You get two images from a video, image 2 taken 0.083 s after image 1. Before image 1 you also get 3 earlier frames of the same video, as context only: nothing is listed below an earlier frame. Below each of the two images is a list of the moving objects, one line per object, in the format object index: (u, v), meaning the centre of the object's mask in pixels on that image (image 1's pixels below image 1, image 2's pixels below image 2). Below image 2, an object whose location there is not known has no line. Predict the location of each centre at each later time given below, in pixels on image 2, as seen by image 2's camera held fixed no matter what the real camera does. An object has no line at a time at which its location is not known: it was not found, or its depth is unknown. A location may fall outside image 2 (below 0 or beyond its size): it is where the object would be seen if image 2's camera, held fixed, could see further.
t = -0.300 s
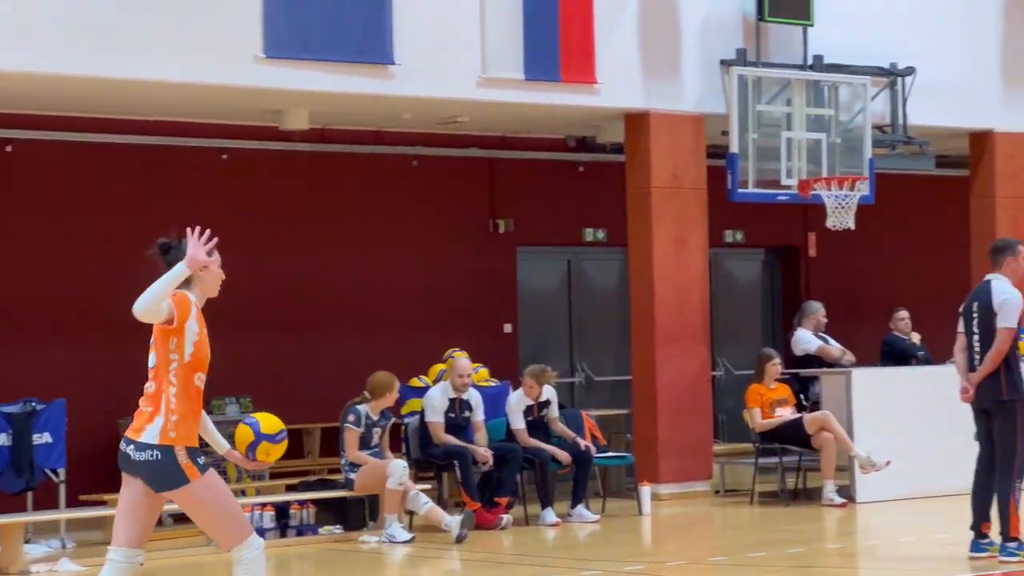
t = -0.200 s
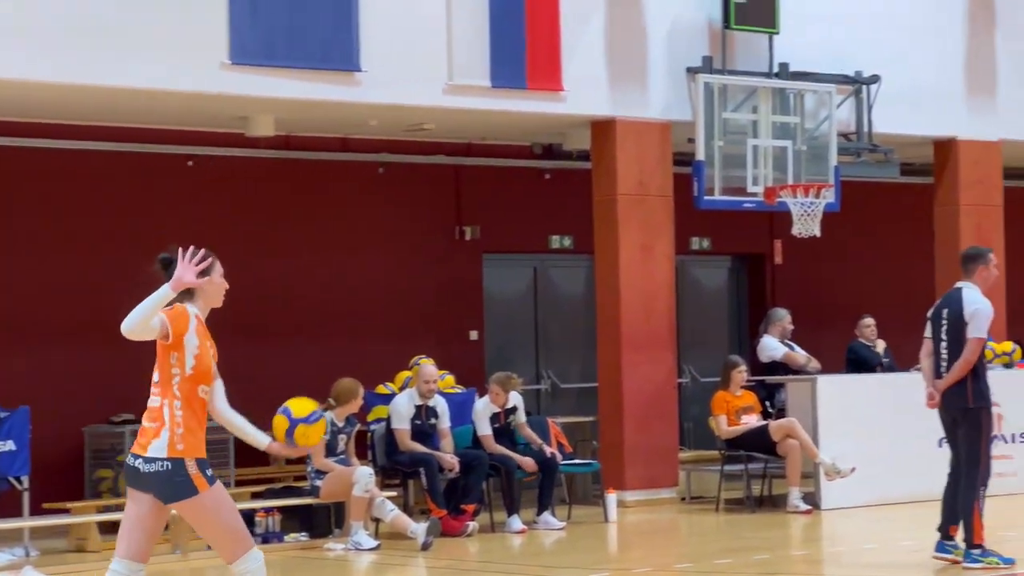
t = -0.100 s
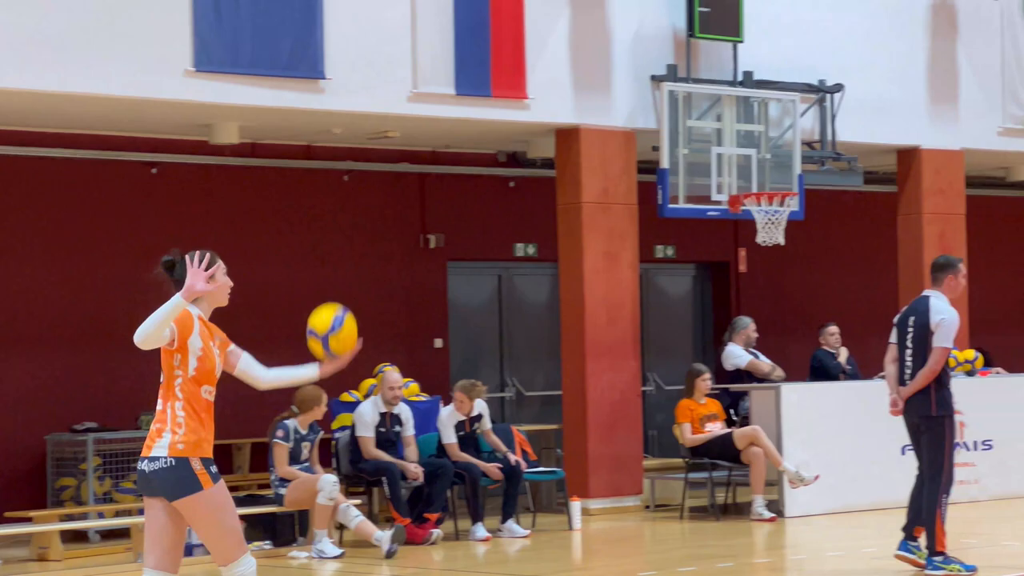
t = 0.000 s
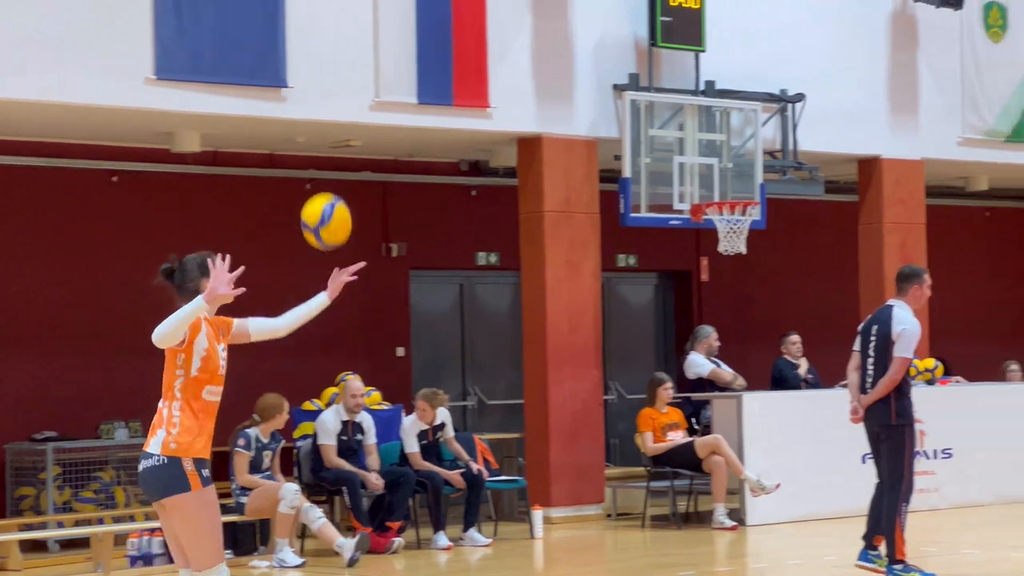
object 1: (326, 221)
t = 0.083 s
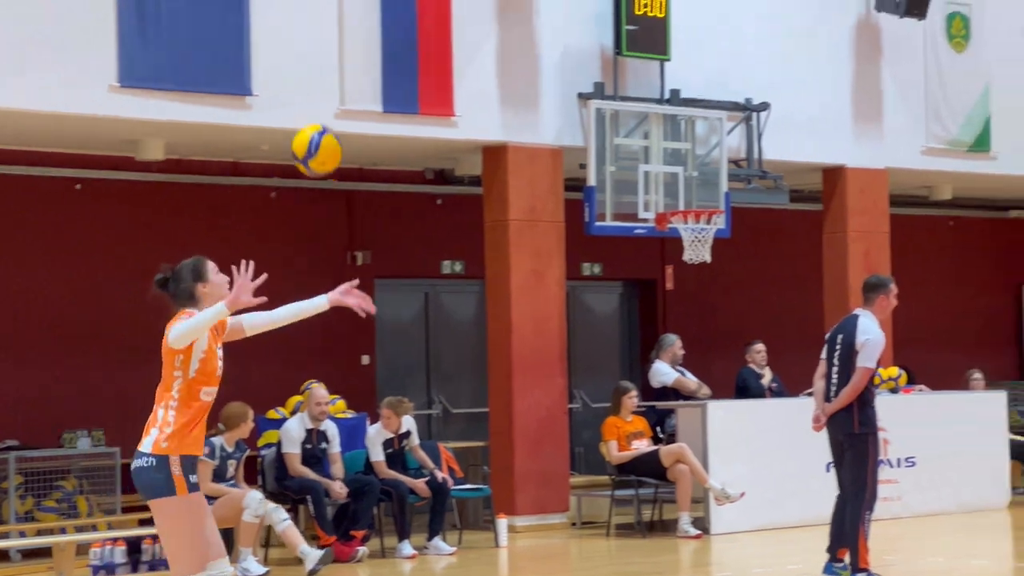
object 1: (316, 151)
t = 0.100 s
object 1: (324, 136)
